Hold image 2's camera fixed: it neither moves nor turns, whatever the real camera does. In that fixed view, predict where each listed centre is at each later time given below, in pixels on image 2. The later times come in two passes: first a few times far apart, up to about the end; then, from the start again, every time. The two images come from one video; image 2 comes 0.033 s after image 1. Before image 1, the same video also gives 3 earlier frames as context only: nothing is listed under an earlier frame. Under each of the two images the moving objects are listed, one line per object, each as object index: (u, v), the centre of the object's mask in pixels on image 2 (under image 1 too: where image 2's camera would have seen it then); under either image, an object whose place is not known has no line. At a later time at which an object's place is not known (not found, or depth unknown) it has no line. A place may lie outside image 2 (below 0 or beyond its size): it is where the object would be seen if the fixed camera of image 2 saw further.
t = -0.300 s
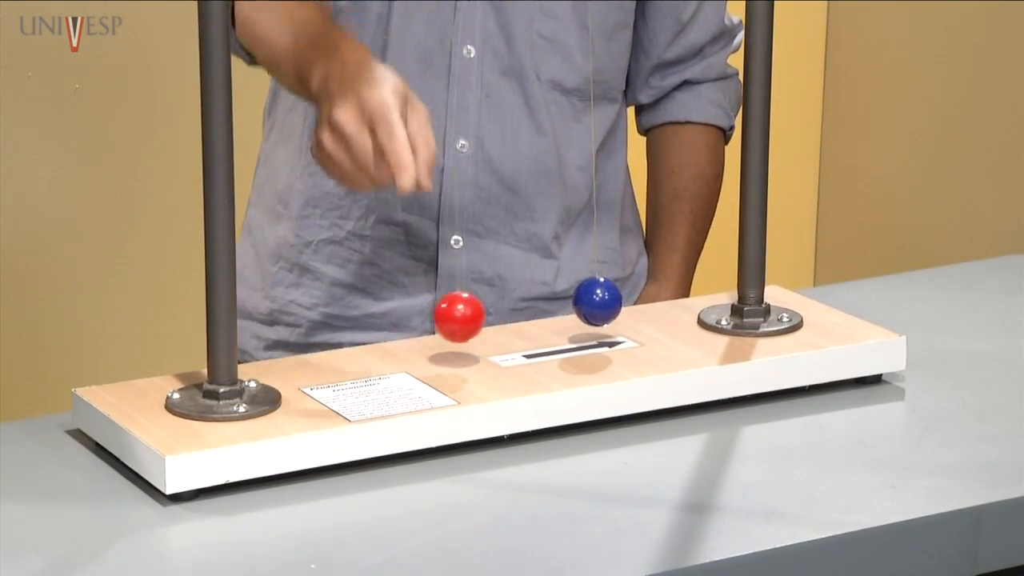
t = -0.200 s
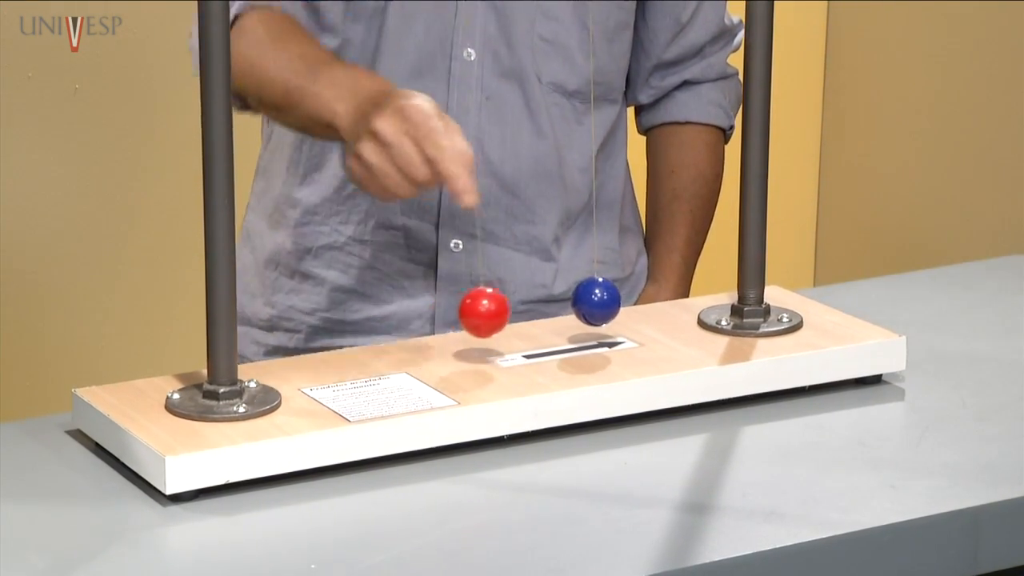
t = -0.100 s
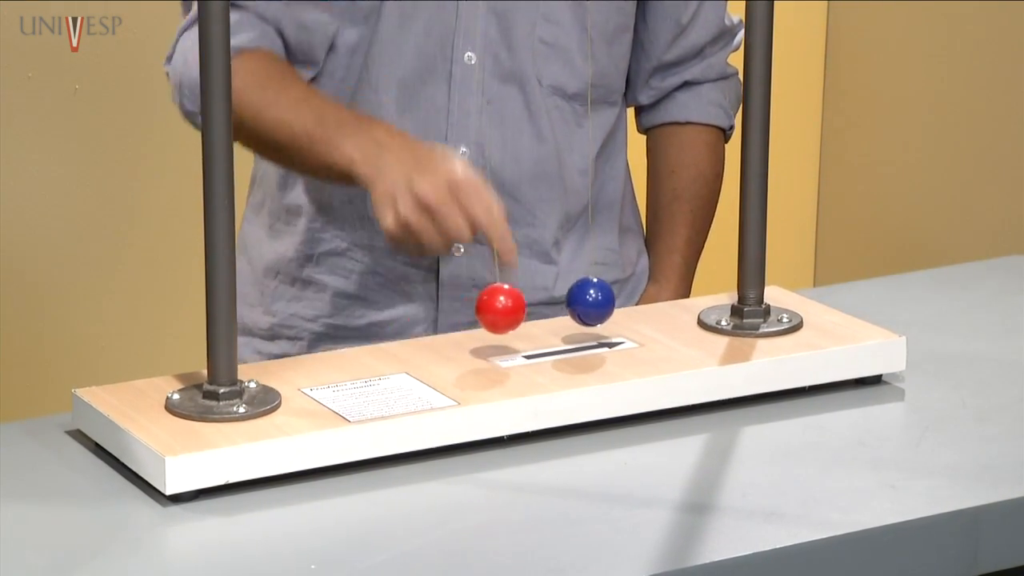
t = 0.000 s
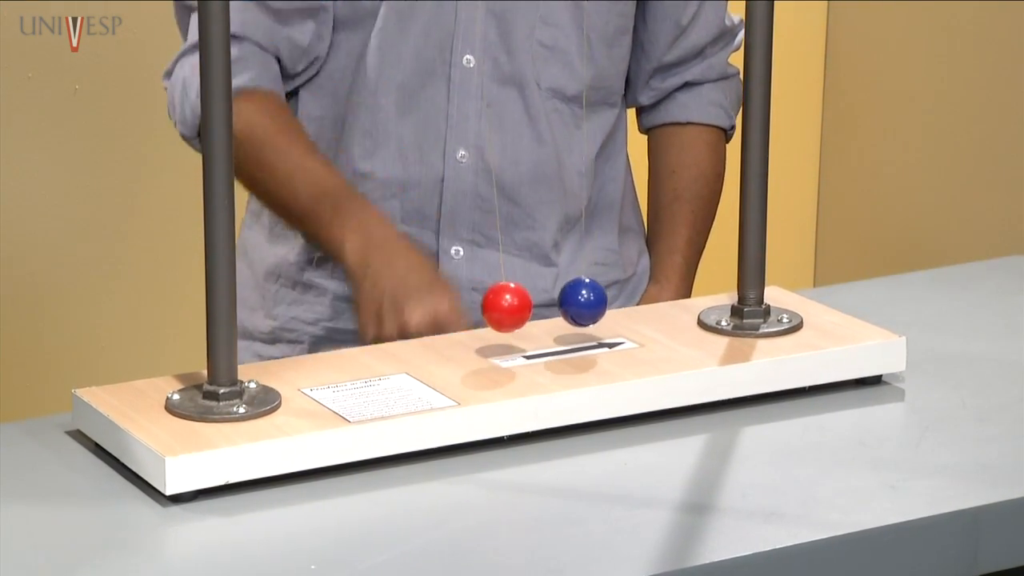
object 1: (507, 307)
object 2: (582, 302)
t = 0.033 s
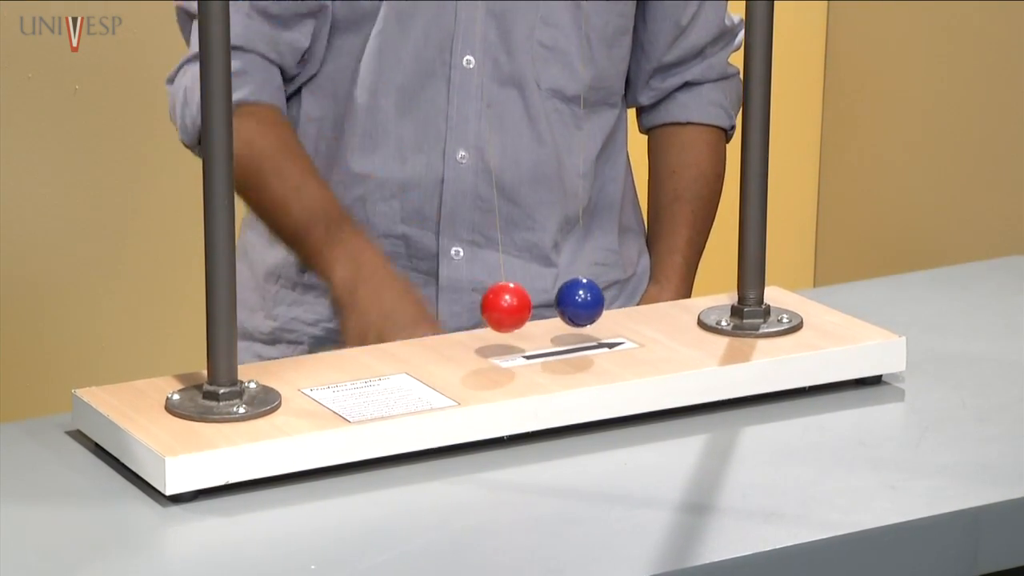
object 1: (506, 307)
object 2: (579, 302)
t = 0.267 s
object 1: (466, 315)
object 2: (561, 303)
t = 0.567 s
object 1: (389, 325)
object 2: (557, 305)
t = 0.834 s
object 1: (392, 326)
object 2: (567, 306)
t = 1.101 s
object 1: (462, 317)
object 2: (577, 306)
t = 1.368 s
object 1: (508, 307)
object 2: (583, 304)
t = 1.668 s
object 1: (464, 317)
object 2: (582, 302)
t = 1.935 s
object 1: (395, 325)
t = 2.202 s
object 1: (391, 326)
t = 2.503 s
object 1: (463, 318)
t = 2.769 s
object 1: (502, 310)
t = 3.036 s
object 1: (467, 317)
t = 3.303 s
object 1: (406, 325)
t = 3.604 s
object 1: (401, 326)
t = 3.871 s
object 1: (454, 320)
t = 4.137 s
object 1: (488, 314)
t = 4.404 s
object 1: (467, 317)
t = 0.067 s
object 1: (504, 307)
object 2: (576, 302)
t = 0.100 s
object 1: (500, 308)
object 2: (574, 302)
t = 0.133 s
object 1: (496, 309)
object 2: (571, 302)
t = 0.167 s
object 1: (490, 310)
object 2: (568, 302)
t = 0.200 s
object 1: (483, 312)
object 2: (566, 302)
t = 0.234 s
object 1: (475, 314)
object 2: (563, 303)
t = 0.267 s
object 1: (466, 315)
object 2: (561, 303)
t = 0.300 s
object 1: (457, 317)
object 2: (560, 303)
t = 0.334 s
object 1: (447, 319)
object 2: (558, 304)
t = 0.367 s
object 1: (438, 320)
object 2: (557, 304)
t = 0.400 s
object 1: (428, 322)
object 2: (556, 304)
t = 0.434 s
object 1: (419, 323)
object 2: (556, 304)
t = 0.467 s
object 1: (410, 324)
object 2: (556, 304)
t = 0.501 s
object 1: (402, 325)
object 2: (556, 304)
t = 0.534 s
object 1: (395, 325)
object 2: (556, 305)
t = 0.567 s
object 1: (389, 325)
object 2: (557, 305)
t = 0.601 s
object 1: (384, 326)
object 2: (558, 305)
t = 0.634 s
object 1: (381, 326)
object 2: (559, 305)
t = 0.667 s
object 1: (380, 326)
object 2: (560, 305)
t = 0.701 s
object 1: (379, 326)
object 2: (561, 306)
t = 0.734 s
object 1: (380, 326)
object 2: (562, 306)
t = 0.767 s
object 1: (383, 326)
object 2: (564, 306)
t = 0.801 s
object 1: (386, 326)
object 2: (565, 306)
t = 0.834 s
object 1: (392, 326)
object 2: (567, 306)
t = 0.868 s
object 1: (399, 325)
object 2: (568, 306)
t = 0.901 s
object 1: (406, 325)
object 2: (569, 307)
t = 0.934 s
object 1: (415, 324)
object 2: (571, 307)
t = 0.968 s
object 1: (424, 323)
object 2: (572, 307)
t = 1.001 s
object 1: (433, 322)
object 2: (573, 307)
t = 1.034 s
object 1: (443, 321)
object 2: (574, 307)
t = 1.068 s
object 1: (453, 319)
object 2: (576, 306)
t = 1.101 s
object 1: (462, 317)
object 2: (577, 306)
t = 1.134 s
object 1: (471, 316)
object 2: (578, 306)
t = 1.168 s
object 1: (480, 314)
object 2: (579, 306)
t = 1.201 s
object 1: (487, 313)
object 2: (580, 306)
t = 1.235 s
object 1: (494, 311)
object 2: (580, 305)
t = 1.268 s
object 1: (499, 309)
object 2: (581, 305)
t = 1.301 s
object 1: (503, 309)
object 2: (582, 305)
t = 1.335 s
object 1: (507, 308)
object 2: (582, 304)
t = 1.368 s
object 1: (508, 307)
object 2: (583, 304)
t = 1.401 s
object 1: (508, 307)
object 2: (583, 303)
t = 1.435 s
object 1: (507, 308)
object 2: (584, 303)
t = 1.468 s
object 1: (504, 308)
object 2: (584, 303)
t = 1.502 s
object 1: (500, 309)
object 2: (584, 302)
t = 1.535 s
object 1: (494, 310)
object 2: (584, 302)
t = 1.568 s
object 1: (488, 312)
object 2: (583, 302)
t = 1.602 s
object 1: (481, 314)
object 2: (583, 302)
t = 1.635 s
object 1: (472, 315)
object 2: (582, 301)
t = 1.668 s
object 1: (464, 317)
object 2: (582, 302)
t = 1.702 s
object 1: (454, 318)
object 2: (581, 301)
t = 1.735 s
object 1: (445, 320)
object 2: (580, 302)
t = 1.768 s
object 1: (435, 321)
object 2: (578, 302)
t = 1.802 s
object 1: (426, 322)
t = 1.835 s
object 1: (416, 323)
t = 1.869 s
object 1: (408, 324)
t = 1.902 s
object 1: (401, 325)
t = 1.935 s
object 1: (395, 325)
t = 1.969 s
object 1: (389, 326)
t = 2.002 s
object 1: (385, 326)
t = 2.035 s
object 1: (383, 326)
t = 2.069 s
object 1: (382, 326)
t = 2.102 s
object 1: (382, 326)
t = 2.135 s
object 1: (384, 326)
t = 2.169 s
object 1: (387, 326)
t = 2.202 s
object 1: (391, 326)
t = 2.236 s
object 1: (397, 326)
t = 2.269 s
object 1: (403, 326)
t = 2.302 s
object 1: (411, 325)
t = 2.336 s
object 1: (419, 325)
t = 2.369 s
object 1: (428, 324)
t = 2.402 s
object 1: (436, 323)
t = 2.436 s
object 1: (446, 321)
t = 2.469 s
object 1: (455, 320)
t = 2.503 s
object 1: (463, 318)
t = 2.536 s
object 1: (472, 316)
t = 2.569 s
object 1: (479, 315)
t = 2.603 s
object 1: (486, 314)
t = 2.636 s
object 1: (491, 313)
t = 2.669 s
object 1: (496, 311)
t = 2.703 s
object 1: (499, 311)
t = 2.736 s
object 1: (501, 310)
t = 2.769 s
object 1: (502, 310)
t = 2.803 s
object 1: (501, 310)
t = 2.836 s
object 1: (500, 310)
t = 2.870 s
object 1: (497, 311)
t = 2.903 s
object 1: (493, 312)
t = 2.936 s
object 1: (487, 313)
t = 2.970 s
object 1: (482, 314)
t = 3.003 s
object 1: (475, 315)
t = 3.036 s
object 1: (467, 317)
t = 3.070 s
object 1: (459, 318)
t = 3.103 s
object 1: (451, 319)
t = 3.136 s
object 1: (442, 321)
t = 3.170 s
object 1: (434, 322)
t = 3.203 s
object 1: (426, 323)
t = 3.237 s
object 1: (419, 324)
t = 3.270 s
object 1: (412, 324)
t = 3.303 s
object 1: (406, 325)
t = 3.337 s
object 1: (401, 325)
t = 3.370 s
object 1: (397, 326)
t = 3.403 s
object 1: (394, 326)
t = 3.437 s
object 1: (393, 327)
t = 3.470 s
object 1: (392, 327)
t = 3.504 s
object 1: (392, 326)
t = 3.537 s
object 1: (394, 327)
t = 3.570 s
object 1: (397, 327)
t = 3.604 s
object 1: (401, 326)
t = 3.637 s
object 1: (406, 326)
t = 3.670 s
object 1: (411, 326)
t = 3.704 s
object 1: (418, 325)
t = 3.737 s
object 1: (425, 324)
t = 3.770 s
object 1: (432, 324)
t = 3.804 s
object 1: (439, 323)
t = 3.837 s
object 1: (446, 322)
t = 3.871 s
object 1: (454, 320)
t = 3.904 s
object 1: (460, 319)
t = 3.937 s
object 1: (467, 318)
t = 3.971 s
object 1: (472, 317)
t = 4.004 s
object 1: (477, 316)
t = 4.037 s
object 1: (481, 315)
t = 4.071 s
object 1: (485, 315)
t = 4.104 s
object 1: (487, 314)
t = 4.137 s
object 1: (488, 314)
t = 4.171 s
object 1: (488, 314)
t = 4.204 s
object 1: (488, 314)
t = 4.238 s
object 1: (486, 314)
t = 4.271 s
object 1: (484, 315)
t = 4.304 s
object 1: (480, 315)
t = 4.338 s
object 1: (476, 316)
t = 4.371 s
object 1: (472, 316)
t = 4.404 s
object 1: (467, 317)
